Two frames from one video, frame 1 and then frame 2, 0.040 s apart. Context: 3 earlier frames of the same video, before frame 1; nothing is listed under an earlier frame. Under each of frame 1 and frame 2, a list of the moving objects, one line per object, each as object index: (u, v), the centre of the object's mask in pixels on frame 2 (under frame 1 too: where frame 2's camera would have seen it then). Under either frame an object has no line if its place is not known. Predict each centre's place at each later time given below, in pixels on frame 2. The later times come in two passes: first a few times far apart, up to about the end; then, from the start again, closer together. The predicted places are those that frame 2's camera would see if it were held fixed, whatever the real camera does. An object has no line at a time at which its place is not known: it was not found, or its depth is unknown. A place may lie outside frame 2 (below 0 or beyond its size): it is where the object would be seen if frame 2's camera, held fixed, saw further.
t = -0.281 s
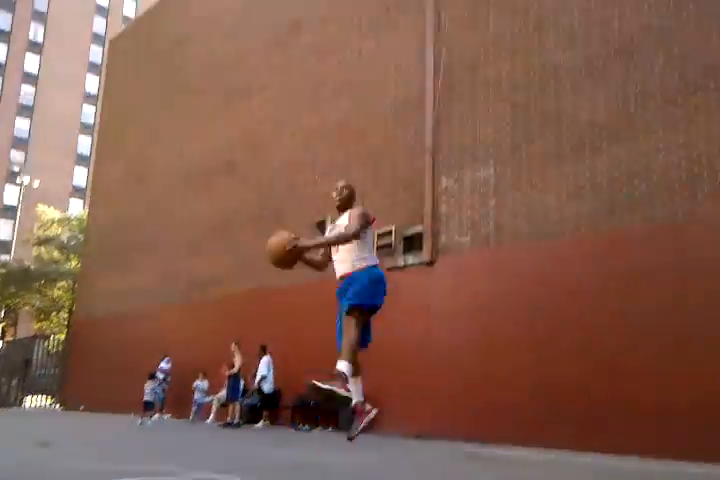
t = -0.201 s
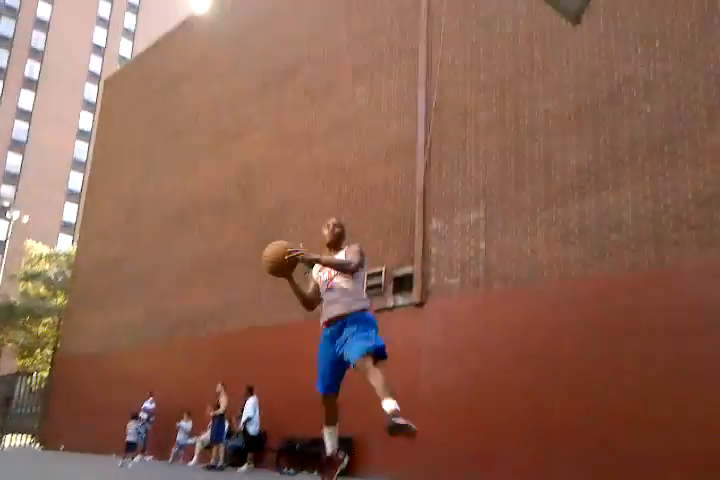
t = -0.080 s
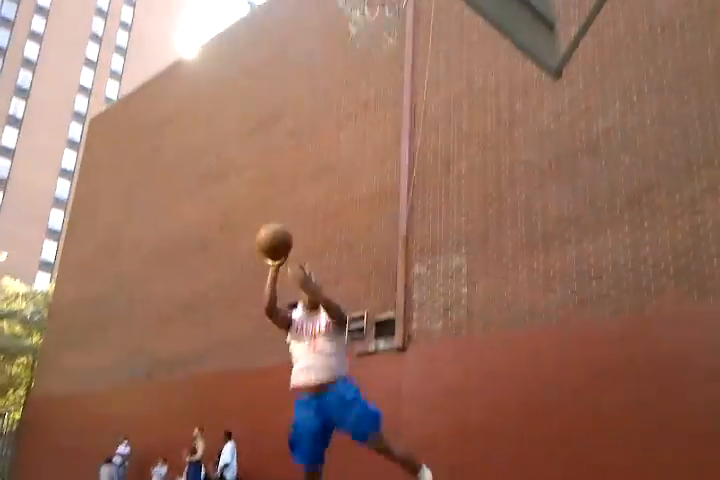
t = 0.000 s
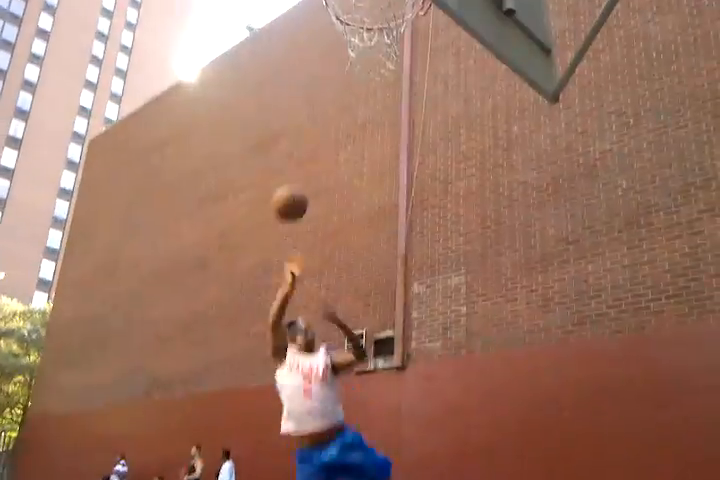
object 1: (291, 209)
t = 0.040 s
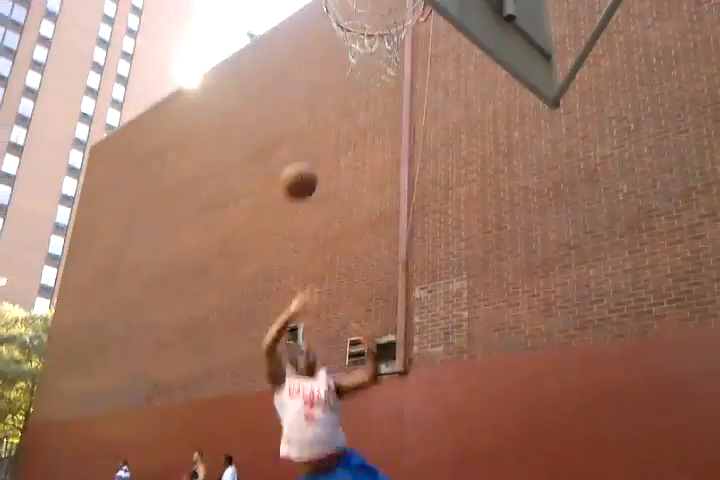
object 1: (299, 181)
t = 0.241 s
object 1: (337, 65)
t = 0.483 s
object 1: (389, -9)
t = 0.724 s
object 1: (377, 14)
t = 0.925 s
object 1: (341, 85)
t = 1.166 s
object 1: (324, 206)
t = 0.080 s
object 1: (307, 154)
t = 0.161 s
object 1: (324, 107)
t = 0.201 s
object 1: (332, 89)
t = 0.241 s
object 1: (337, 65)
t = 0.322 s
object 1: (360, 25)
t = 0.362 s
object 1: (363, 13)
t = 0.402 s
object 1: (371, 1)
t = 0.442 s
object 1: (380, -5)
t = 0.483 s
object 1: (389, -9)
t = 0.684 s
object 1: (392, -2)
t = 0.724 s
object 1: (377, 14)
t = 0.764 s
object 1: (359, 44)
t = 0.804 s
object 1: (346, 60)
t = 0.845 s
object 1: (343, 66)
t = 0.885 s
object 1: (343, 76)
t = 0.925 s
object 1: (341, 85)
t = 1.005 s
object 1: (336, 114)
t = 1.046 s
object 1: (333, 131)
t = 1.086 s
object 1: (330, 153)
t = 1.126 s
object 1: (327, 177)
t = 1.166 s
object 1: (324, 206)
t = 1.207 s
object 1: (321, 240)
